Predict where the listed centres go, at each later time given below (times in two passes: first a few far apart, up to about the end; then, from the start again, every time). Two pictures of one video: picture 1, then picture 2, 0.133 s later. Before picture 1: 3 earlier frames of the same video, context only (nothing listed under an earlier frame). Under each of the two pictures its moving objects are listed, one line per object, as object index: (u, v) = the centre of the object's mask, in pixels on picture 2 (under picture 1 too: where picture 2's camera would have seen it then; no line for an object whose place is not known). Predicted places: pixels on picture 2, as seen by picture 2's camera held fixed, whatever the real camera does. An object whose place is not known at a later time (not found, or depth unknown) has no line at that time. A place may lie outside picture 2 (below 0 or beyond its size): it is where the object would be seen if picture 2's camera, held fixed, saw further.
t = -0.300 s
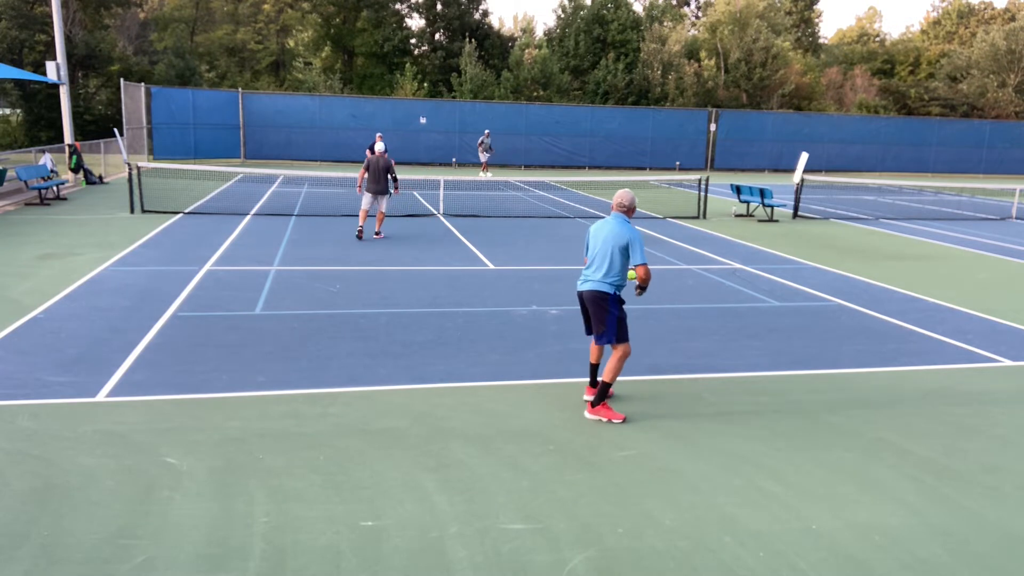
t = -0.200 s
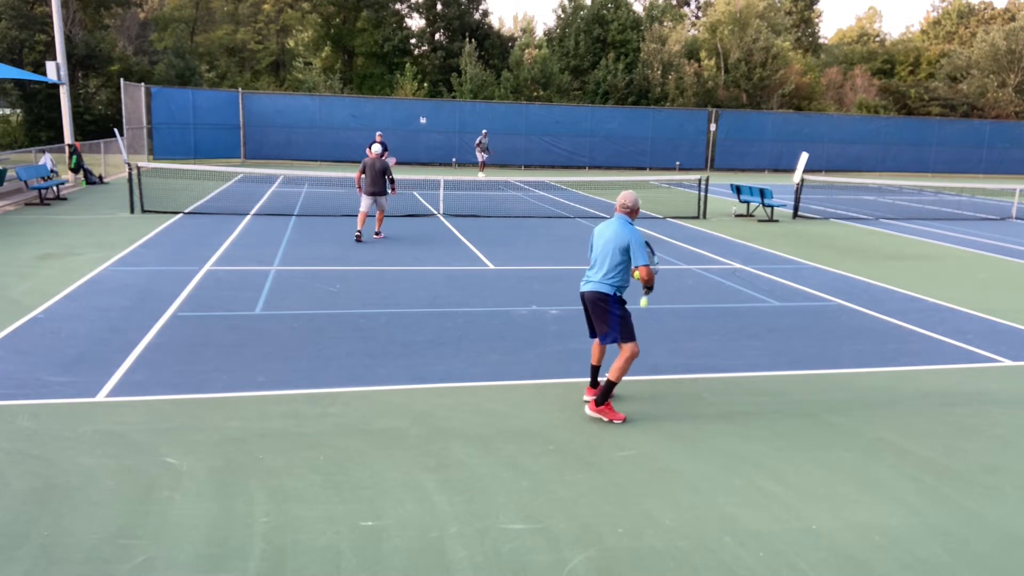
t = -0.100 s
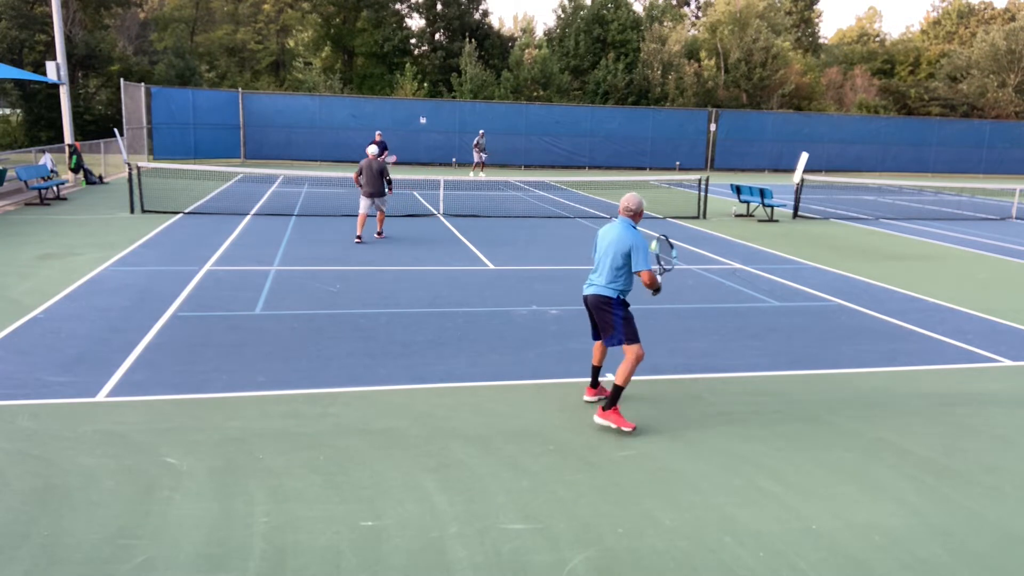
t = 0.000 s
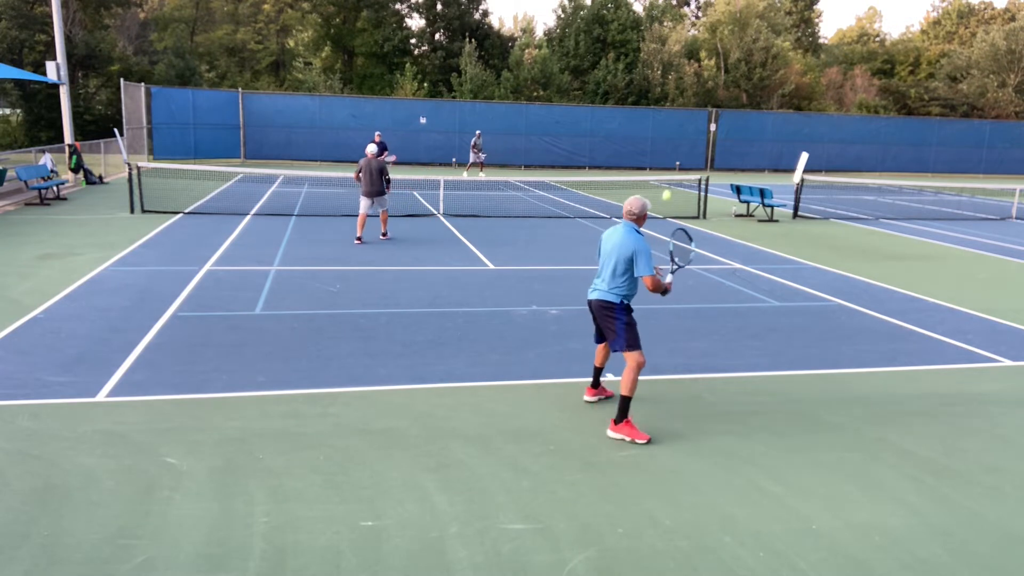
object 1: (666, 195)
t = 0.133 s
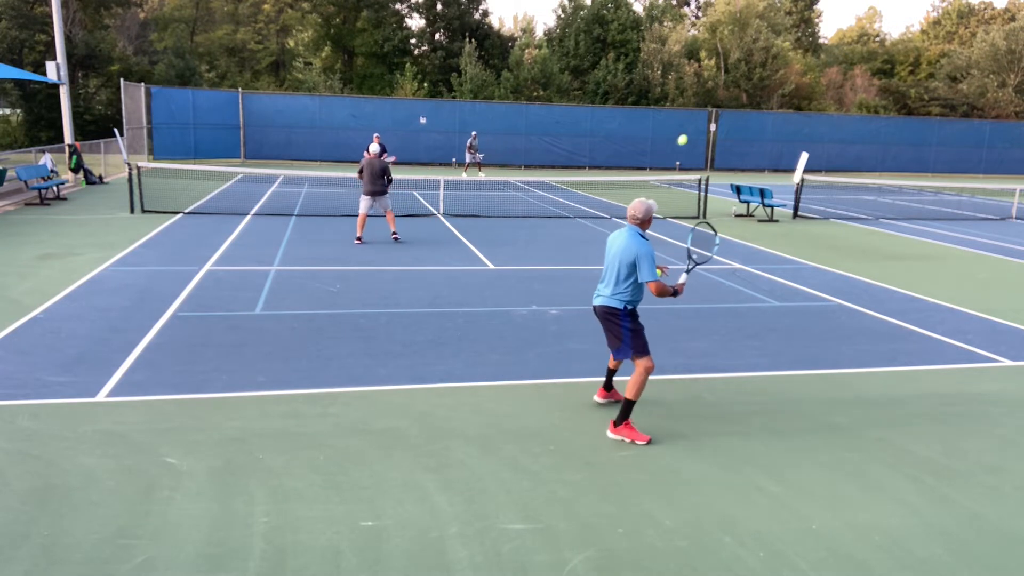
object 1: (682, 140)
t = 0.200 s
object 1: (690, 118)
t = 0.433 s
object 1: (718, 77)
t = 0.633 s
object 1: (739, 95)
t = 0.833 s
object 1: (756, 167)
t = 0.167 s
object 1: (686, 128)
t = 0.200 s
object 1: (690, 118)
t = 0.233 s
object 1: (694, 108)
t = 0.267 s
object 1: (698, 100)
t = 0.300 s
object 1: (702, 93)
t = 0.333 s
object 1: (706, 87)
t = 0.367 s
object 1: (710, 83)
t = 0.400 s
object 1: (714, 79)
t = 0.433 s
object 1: (718, 77)
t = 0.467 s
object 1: (721, 77)
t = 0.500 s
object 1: (725, 78)
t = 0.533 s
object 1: (728, 80)
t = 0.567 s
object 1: (732, 83)
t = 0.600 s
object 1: (735, 88)
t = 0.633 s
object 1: (739, 95)
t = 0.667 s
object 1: (742, 103)
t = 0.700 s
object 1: (745, 113)
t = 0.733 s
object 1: (748, 124)
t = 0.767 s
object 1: (751, 137)
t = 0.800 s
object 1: (754, 151)
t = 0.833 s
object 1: (756, 167)
